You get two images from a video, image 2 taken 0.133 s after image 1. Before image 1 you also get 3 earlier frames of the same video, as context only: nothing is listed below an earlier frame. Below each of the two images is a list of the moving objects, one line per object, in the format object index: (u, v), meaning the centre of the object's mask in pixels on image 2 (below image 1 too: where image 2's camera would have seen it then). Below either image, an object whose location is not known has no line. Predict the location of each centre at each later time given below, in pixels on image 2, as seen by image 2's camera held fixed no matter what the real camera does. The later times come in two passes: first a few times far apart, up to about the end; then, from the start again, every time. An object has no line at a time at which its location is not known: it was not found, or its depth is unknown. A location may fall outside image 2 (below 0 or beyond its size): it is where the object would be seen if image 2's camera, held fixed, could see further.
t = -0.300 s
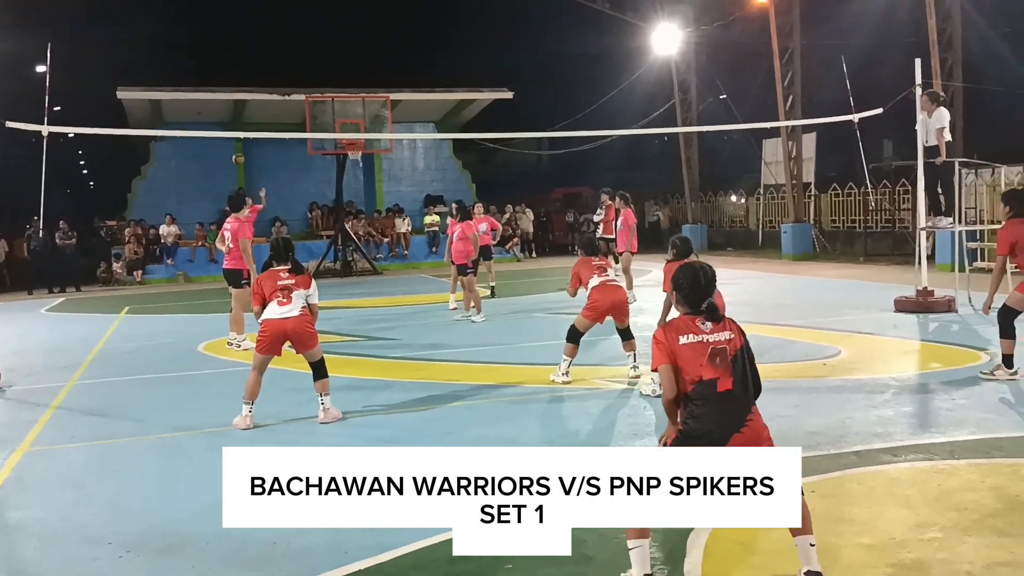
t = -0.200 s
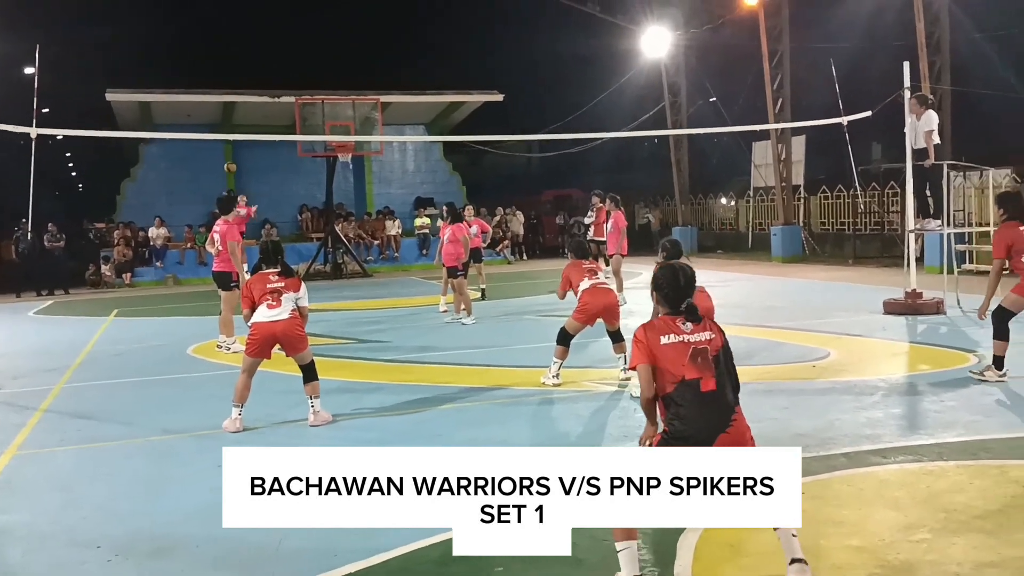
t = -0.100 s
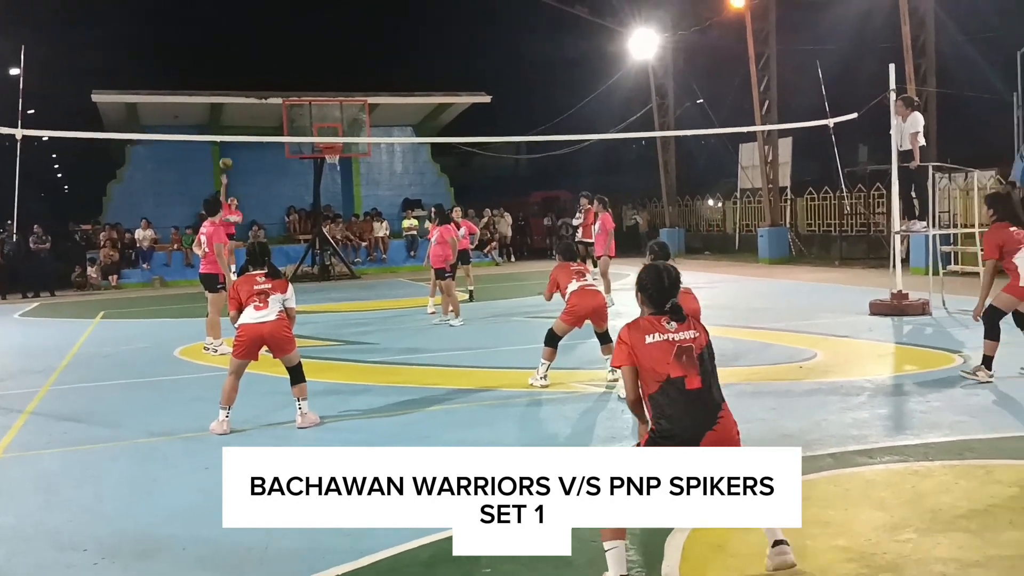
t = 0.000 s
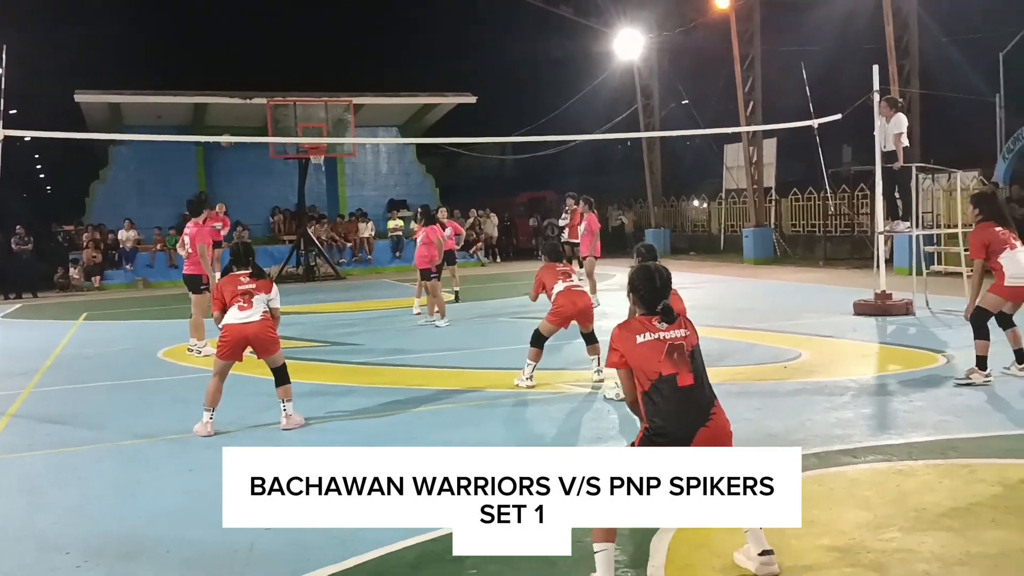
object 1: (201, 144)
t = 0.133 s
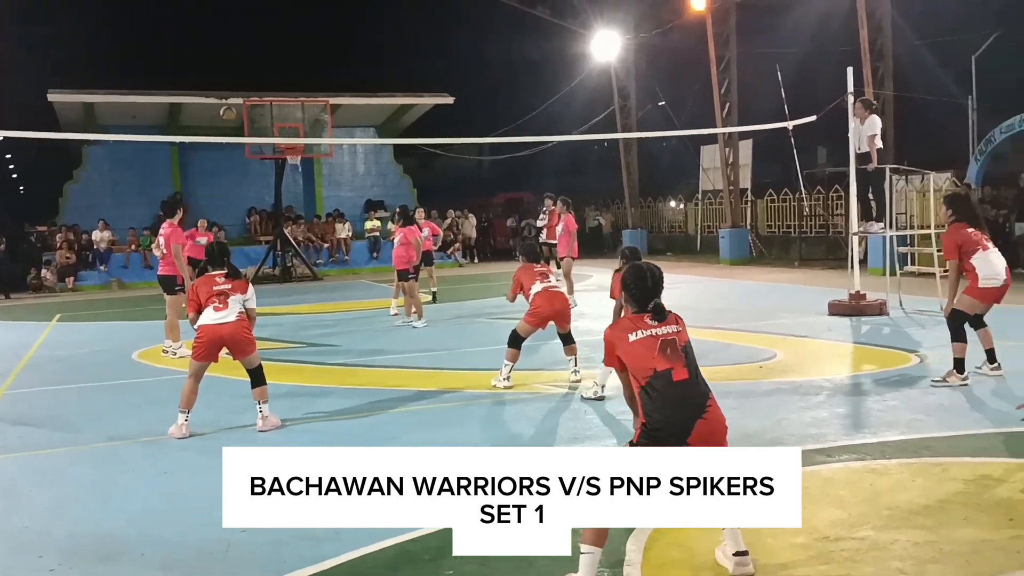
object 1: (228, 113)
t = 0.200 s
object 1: (243, 101)
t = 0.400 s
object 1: (298, 72)
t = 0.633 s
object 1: (386, 64)
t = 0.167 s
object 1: (235, 106)
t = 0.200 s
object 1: (243, 101)
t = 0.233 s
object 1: (251, 95)
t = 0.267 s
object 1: (259, 90)
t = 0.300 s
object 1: (268, 84)
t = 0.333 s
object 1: (278, 80)
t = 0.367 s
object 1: (287, 75)
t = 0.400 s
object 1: (298, 72)
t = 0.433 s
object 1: (309, 68)
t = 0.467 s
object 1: (321, 66)
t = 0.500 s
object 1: (333, 63)
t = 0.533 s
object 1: (346, 62)
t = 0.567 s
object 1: (359, 61)
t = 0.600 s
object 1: (372, 62)
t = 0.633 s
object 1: (386, 64)
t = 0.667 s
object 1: (401, 67)
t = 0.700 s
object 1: (417, 72)
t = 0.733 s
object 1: (434, 78)
